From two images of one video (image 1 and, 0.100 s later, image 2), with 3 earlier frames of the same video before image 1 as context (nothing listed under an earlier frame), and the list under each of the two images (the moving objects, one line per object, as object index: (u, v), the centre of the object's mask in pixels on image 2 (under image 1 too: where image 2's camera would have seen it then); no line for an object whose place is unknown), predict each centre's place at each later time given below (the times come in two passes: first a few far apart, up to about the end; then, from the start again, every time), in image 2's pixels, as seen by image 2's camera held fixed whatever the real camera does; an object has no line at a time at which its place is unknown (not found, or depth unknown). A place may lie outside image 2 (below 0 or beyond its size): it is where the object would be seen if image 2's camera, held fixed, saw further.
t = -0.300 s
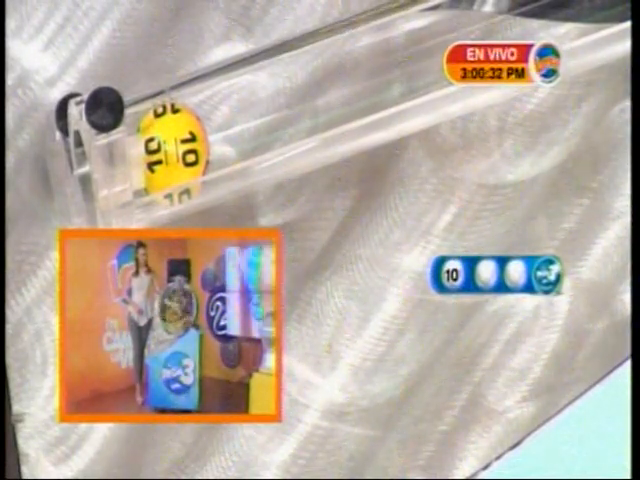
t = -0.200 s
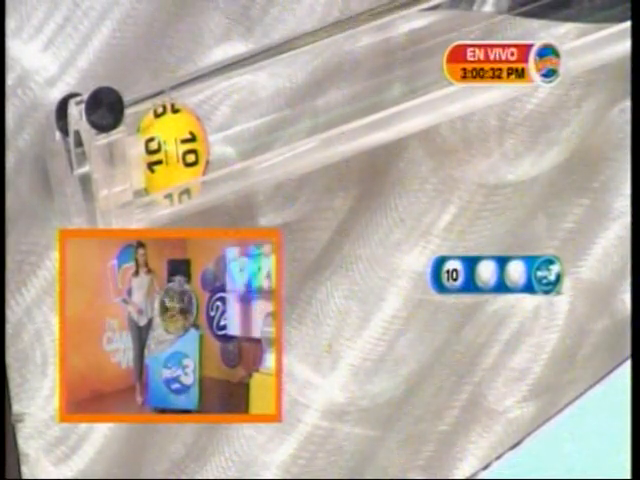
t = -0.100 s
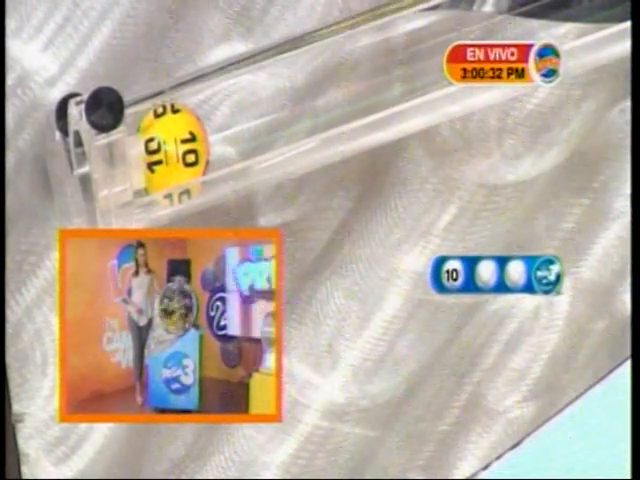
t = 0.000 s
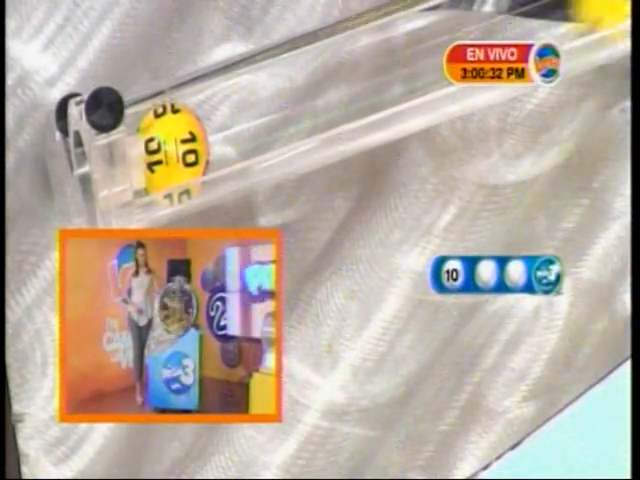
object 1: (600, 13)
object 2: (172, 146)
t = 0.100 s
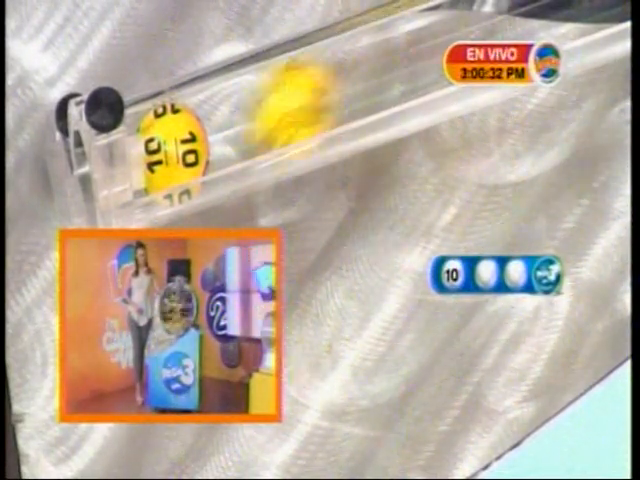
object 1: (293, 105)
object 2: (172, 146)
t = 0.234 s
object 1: (334, 90)
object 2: (186, 140)
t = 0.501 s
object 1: (246, 124)
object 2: (173, 145)
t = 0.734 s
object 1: (242, 122)
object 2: (172, 146)
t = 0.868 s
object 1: (242, 121)
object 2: (172, 146)
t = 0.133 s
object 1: (262, 112)
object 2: (179, 142)
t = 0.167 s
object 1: (297, 99)
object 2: (188, 139)
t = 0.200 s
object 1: (321, 90)
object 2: (187, 139)
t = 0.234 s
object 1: (334, 90)
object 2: (186, 140)
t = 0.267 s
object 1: (339, 86)
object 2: (182, 142)
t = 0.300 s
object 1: (337, 90)
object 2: (175, 145)
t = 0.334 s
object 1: (327, 94)
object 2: (171, 145)
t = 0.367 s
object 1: (313, 100)
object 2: (172, 146)
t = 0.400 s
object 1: (297, 103)
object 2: (172, 147)
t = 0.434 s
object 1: (278, 109)
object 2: (172, 147)
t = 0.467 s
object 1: (258, 117)
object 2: (172, 146)
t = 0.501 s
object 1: (246, 124)
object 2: (173, 145)
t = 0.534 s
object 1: (249, 122)
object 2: (175, 145)
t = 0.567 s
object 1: (247, 123)
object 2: (174, 146)
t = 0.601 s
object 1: (242, 125)
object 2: (171, 146)
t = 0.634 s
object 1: (242, 125)
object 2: (171, 145)
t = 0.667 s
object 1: (242, 122)
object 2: (172, 146)
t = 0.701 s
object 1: (242, 121)
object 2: (172, 146)
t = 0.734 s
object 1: (242, 122)
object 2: (172, 146)
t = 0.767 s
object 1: (242, 122)
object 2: (172, 146)
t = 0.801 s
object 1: (242, 122)
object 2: (172, 146)
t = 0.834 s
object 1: (242, 121)
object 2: (172, 146)
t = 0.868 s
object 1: (242, 121)
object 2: (172, 146)
